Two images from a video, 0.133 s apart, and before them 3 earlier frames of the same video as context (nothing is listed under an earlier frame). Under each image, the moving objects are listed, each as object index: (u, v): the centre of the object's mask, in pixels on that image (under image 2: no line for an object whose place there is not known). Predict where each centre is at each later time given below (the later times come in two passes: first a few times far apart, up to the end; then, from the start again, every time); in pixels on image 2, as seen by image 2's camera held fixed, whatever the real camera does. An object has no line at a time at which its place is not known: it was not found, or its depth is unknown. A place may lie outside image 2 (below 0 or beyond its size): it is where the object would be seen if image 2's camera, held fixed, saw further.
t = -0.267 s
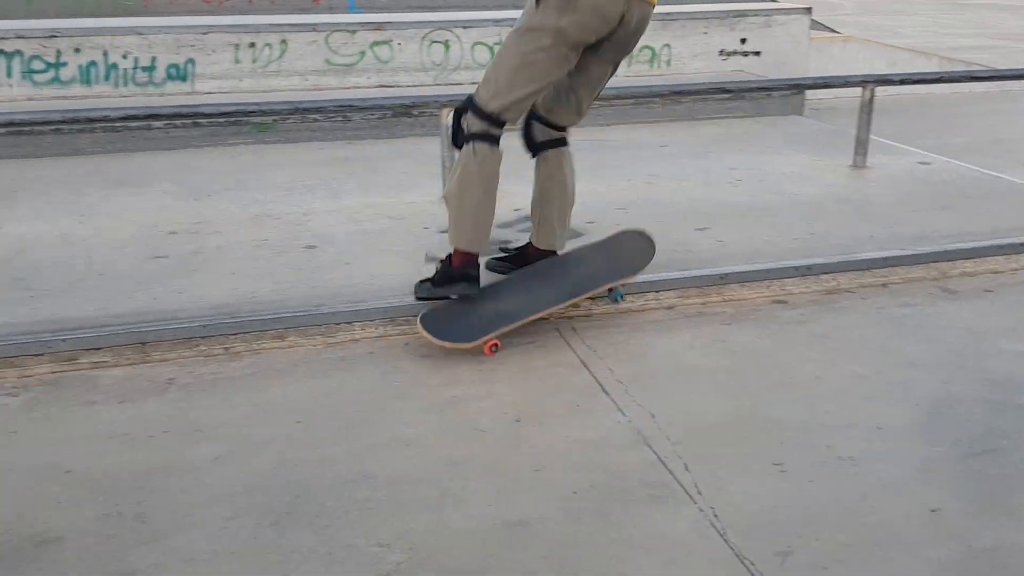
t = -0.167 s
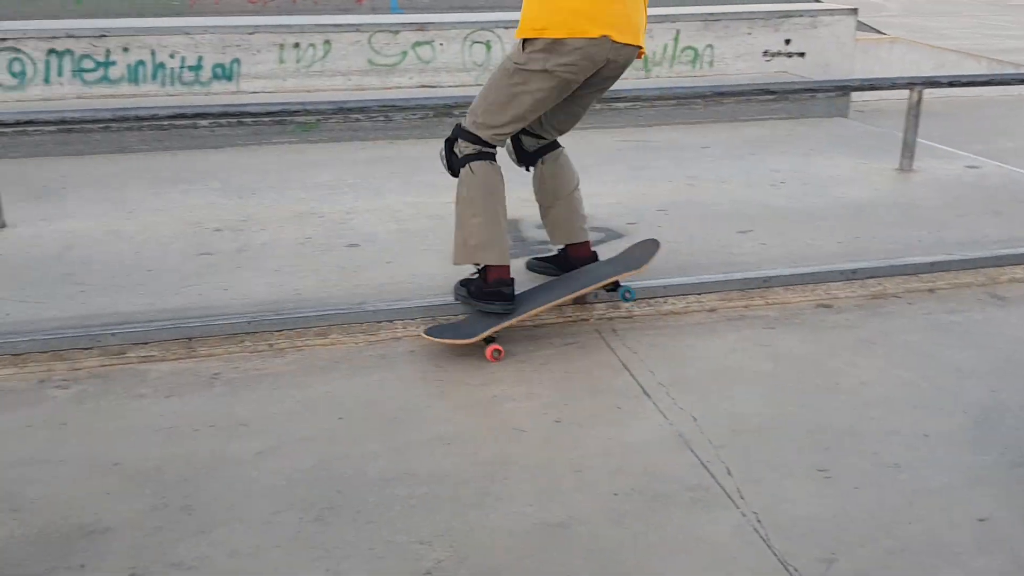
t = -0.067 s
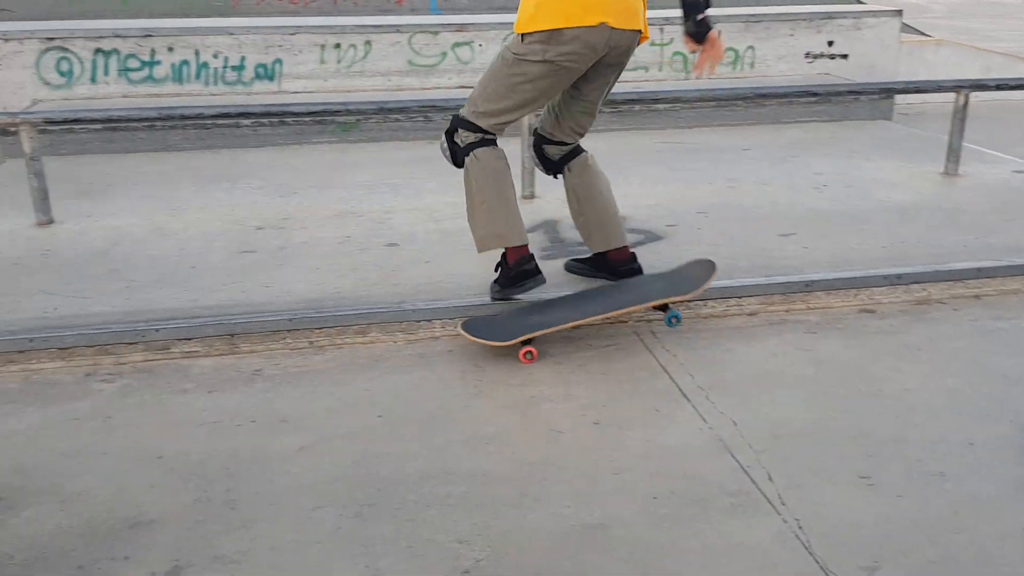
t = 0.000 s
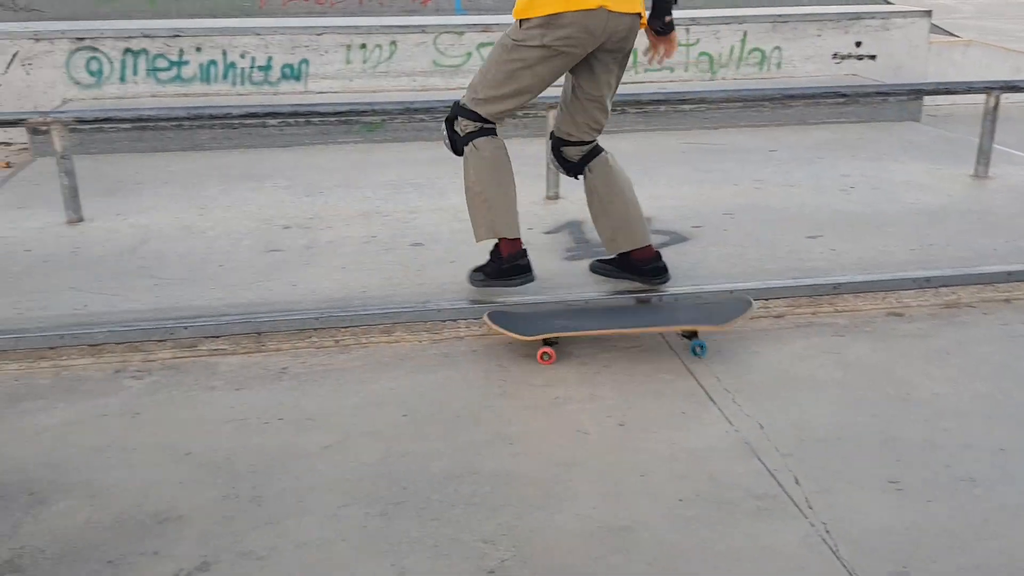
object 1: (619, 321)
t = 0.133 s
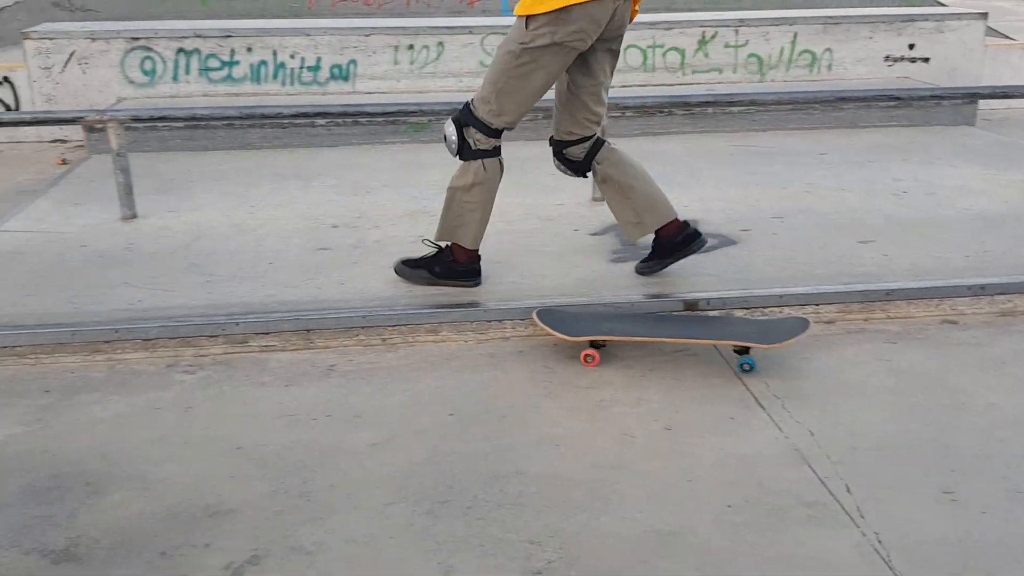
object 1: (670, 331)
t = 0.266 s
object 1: (676, 336)
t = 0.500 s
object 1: (684, 337)
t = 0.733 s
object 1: (689, 337)
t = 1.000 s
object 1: (690, 336)
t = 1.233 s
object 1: (695, 337)
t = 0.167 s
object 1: (672, 334)
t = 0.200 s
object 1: (673, 334)
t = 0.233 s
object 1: (675, 335)
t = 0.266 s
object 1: (676, 336)
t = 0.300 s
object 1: (677, 336)
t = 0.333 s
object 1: (678, 336)
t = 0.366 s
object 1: (679, 336)
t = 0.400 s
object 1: (680, 336)
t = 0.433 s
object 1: (681, 336)
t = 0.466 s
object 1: (682, 336)
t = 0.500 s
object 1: (684, 337)
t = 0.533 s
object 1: (684, 336)
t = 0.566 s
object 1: (684, 336)
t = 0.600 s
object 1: (686, 337)
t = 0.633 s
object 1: (687, 337)
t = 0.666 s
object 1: (688, 337)
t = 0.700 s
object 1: (688, 337)
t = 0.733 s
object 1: (689, 337)
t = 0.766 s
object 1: (690, 337)
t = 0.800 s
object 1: (690, 337)
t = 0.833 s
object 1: (691, 337)
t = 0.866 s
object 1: (685, 338)
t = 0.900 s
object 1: (685, 337)
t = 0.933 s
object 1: (686, 336)
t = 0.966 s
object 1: (687, 336)
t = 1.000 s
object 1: (690, 336)
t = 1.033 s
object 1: (691, 336)
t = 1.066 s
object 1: (693, 336)
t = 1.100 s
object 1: (693, 337)
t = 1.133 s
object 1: (694, 337)
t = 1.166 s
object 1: (694, 337)
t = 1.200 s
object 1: (696, 337)
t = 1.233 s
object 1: (695, 337)
